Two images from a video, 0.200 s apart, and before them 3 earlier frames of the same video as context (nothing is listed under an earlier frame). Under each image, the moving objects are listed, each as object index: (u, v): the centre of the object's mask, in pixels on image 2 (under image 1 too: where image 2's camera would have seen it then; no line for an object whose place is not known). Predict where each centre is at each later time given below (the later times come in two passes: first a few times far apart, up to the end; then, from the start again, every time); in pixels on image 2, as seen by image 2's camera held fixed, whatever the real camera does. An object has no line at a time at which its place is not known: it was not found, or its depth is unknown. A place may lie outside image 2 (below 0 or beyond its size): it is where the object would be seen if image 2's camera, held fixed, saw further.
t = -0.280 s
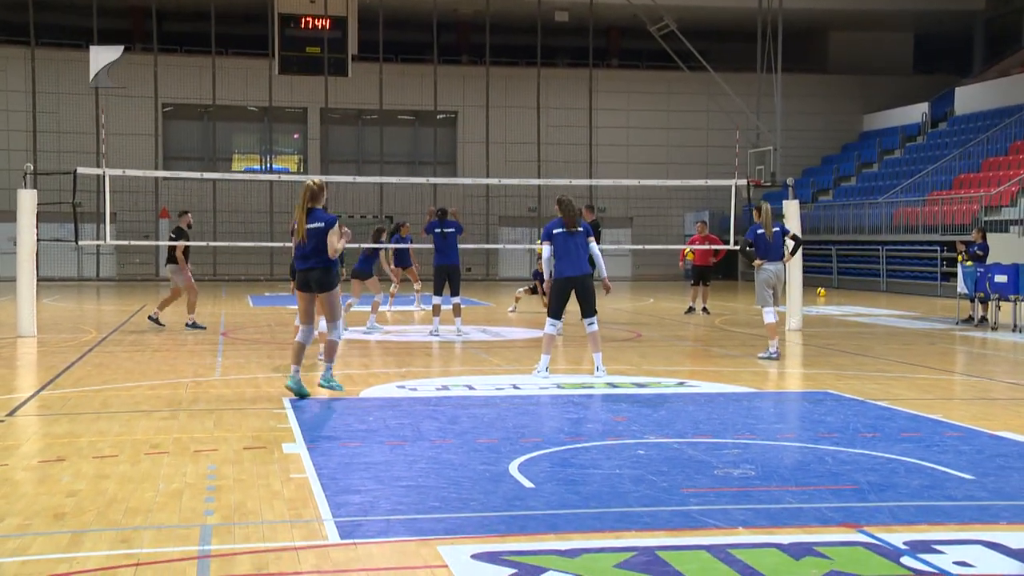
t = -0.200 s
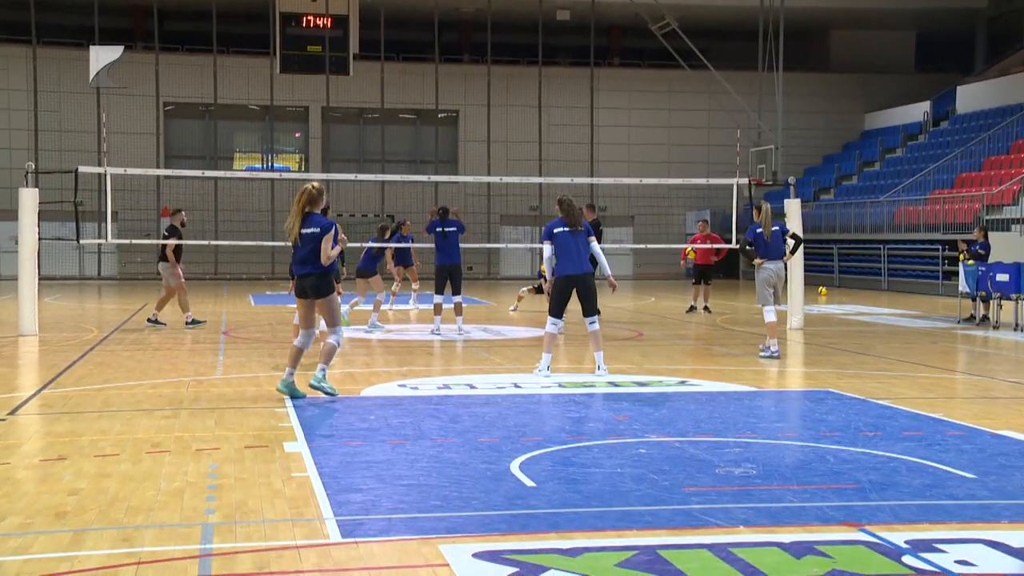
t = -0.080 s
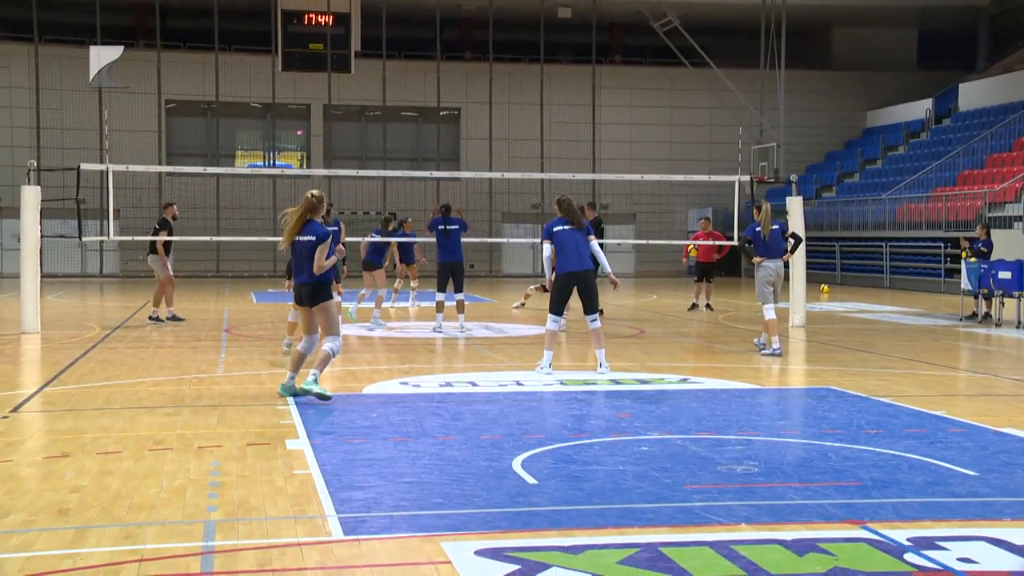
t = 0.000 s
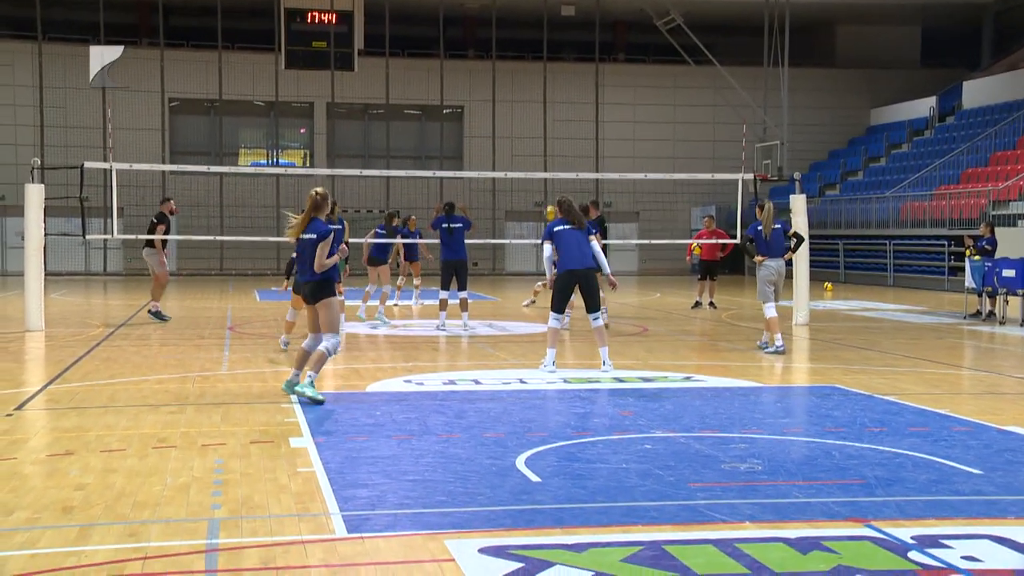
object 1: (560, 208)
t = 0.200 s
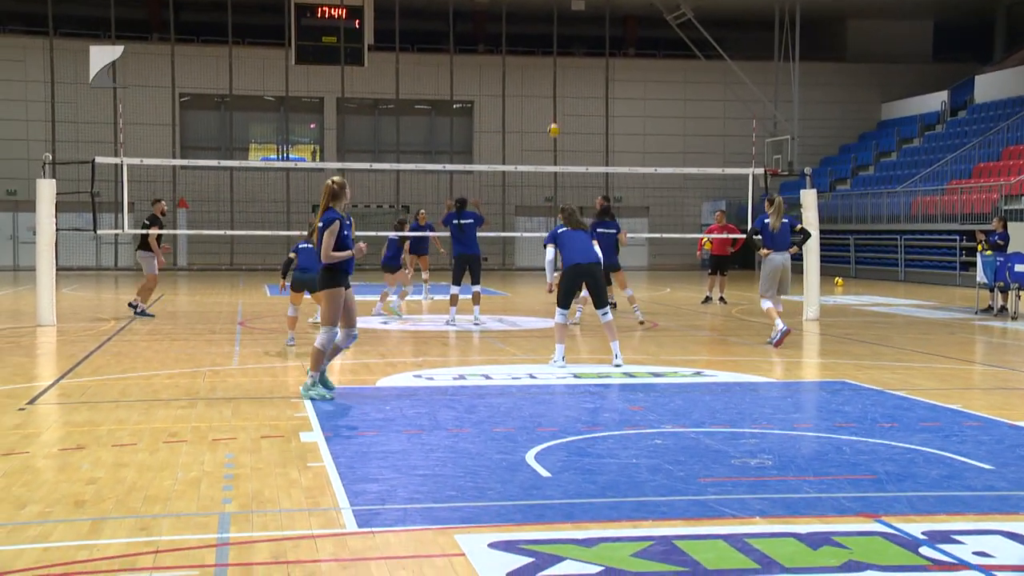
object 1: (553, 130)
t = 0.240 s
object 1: (552, 117)
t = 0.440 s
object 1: (546, 64)
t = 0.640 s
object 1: (540, 31)
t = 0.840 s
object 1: (534, 22)
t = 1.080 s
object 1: (526, 42)
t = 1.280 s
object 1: (519, 87)
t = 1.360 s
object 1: (515, 113)
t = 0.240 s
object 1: (552, 117)
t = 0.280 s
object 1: (551, 105)
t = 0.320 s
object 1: (550, 94)
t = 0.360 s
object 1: (549, 82)
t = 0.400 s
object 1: (547, 73)
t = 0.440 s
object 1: (546, 64)
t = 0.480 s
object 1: (545, 55)
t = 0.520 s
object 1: (544, 48)
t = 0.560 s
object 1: (542, 42)
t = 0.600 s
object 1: (541, 36)
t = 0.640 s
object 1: (540, 31)
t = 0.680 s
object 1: (539, 27)
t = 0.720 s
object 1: (538, 24)
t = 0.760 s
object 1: (537, 23)
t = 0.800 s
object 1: (535, 21)
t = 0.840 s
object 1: (534, 22)
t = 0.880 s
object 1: (533, 22)
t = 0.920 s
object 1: (531, 24)
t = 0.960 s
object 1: (530, 27)
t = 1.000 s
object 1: (529, 31)
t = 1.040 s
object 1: (527, 36)
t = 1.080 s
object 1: (526, 42)
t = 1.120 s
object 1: (525, 48)
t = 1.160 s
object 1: (523, 57)
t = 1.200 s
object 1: (522, 65)
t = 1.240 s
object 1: (521, 76)
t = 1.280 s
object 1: (519, 87)
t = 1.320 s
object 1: (518, 99)
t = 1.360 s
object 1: (515, 113)
